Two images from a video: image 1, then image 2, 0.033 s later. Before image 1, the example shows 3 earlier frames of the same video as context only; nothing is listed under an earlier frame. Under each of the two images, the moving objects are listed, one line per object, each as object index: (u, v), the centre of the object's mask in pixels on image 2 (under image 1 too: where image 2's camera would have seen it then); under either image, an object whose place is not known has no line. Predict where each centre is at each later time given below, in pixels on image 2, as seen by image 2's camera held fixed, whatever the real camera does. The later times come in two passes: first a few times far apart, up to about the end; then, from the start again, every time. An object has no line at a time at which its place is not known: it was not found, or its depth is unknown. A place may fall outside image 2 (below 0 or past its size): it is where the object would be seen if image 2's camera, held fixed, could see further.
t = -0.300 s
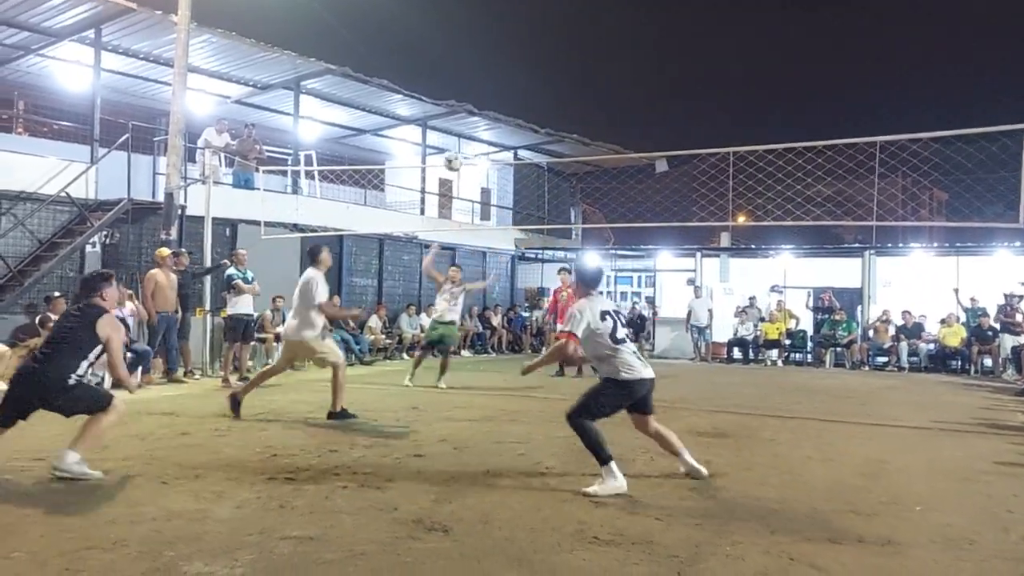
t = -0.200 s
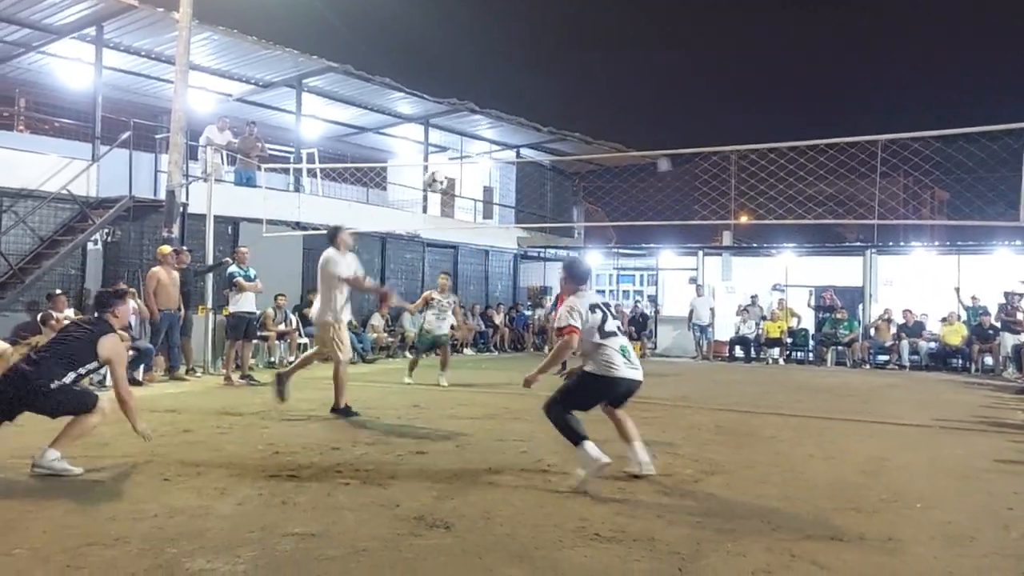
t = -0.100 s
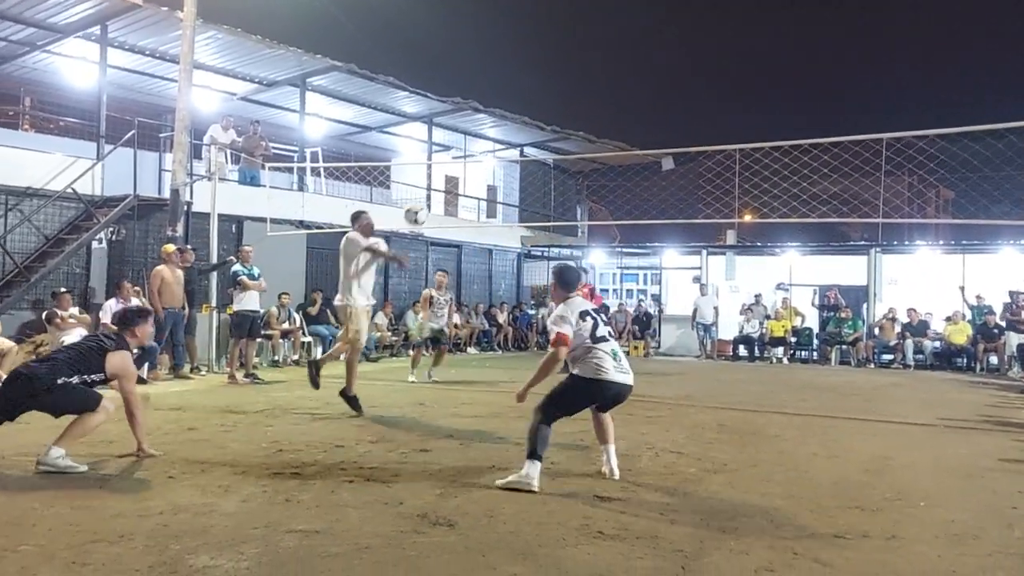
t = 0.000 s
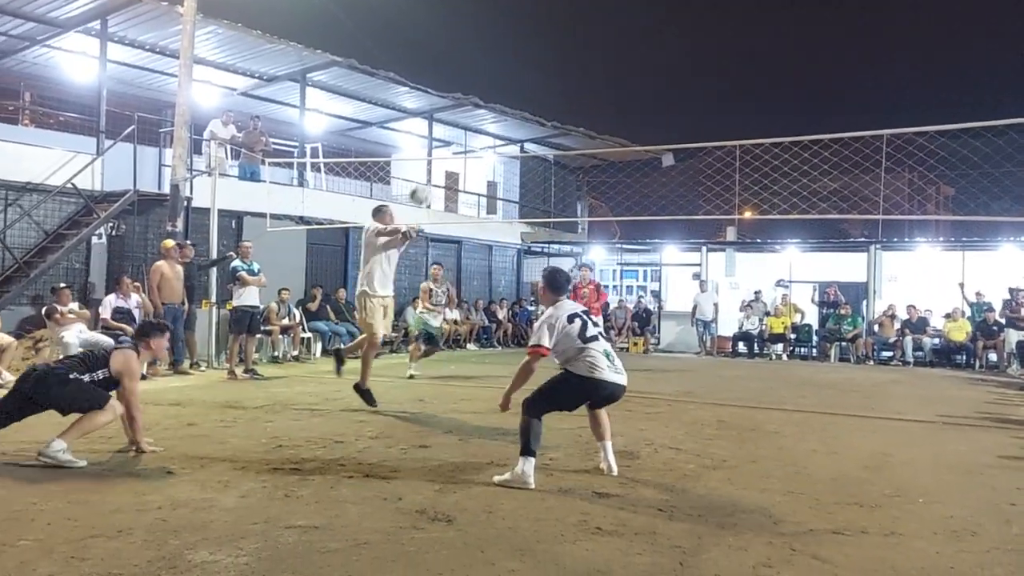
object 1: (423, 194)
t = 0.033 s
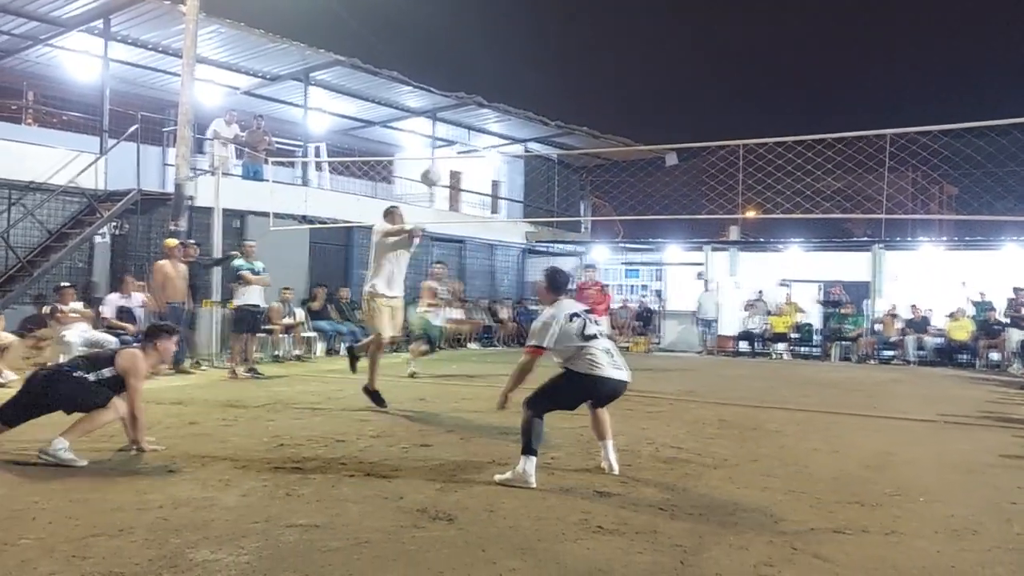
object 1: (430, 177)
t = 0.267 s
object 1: (486, 84)
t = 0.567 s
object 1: (554, 57)
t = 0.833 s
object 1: (610, 113)
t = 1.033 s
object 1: (648, 202)
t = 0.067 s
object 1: (438, 159)
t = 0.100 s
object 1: (447, 143)
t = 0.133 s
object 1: (456, 128)
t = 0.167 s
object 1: (464, 114)
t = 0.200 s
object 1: (471, 103)
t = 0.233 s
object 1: (479, 93)
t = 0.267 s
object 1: (486, 84)
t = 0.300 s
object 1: (494, 76)
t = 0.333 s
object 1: (502, 69)
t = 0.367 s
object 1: (510, 64)
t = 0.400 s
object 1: (517, 60)
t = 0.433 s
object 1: (525, 57)
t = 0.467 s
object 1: (533, 55)
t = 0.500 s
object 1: (539, 54)
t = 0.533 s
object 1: (547, 55)
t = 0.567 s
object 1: (554, 57)
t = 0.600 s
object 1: (562, 60)
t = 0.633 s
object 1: (568, 64)
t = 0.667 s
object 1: (575, 69)
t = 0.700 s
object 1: (583, 76)
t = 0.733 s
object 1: (590, 83)
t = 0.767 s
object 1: (597, 92)
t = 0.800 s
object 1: (603, 102)
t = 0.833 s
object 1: (610, 113)
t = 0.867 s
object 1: (616, 125)
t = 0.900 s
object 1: (623, 137)
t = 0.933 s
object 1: (629, 153)
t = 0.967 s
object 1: (635, 168)
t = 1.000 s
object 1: (641, 185)
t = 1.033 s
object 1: (648, 202)
